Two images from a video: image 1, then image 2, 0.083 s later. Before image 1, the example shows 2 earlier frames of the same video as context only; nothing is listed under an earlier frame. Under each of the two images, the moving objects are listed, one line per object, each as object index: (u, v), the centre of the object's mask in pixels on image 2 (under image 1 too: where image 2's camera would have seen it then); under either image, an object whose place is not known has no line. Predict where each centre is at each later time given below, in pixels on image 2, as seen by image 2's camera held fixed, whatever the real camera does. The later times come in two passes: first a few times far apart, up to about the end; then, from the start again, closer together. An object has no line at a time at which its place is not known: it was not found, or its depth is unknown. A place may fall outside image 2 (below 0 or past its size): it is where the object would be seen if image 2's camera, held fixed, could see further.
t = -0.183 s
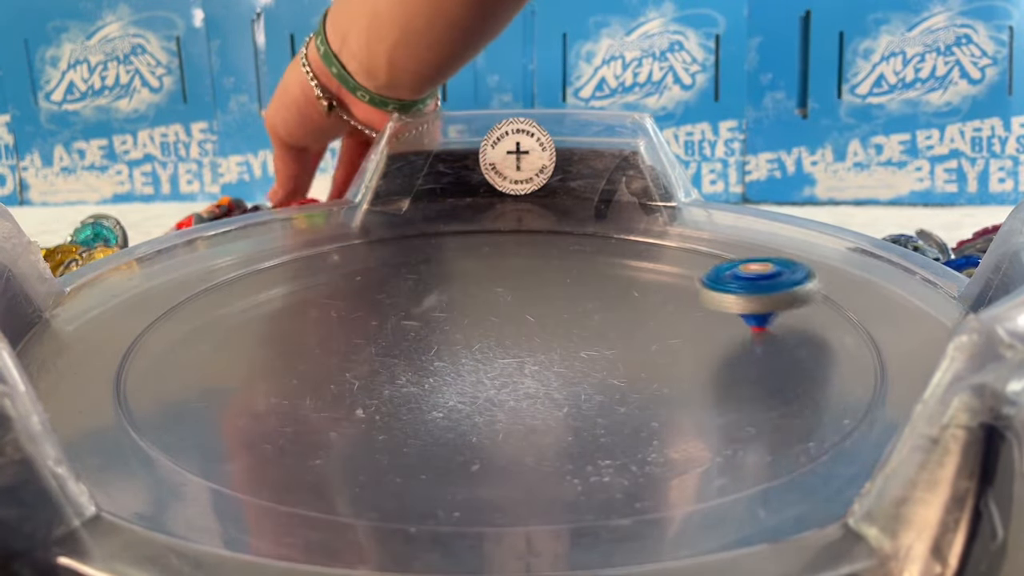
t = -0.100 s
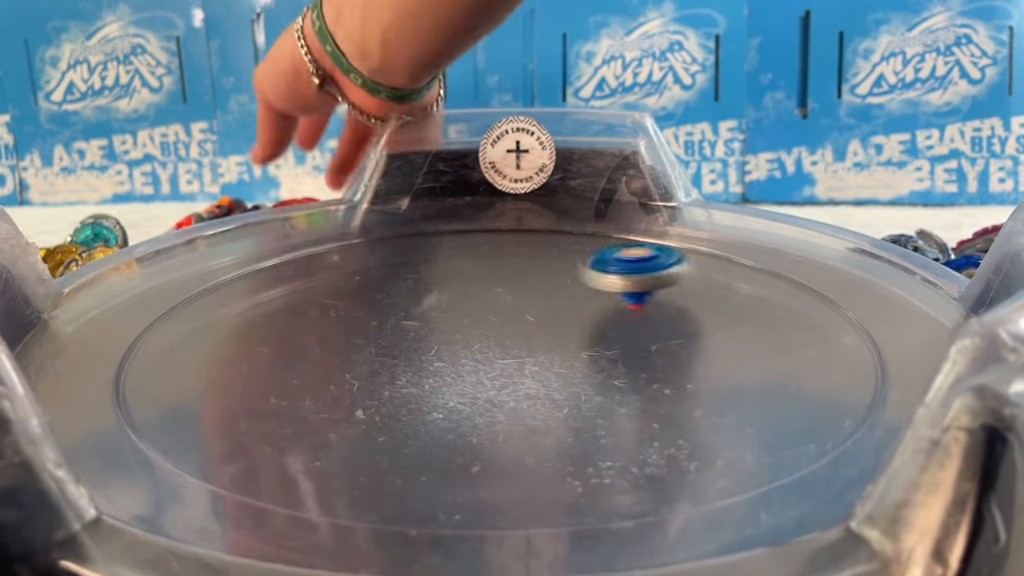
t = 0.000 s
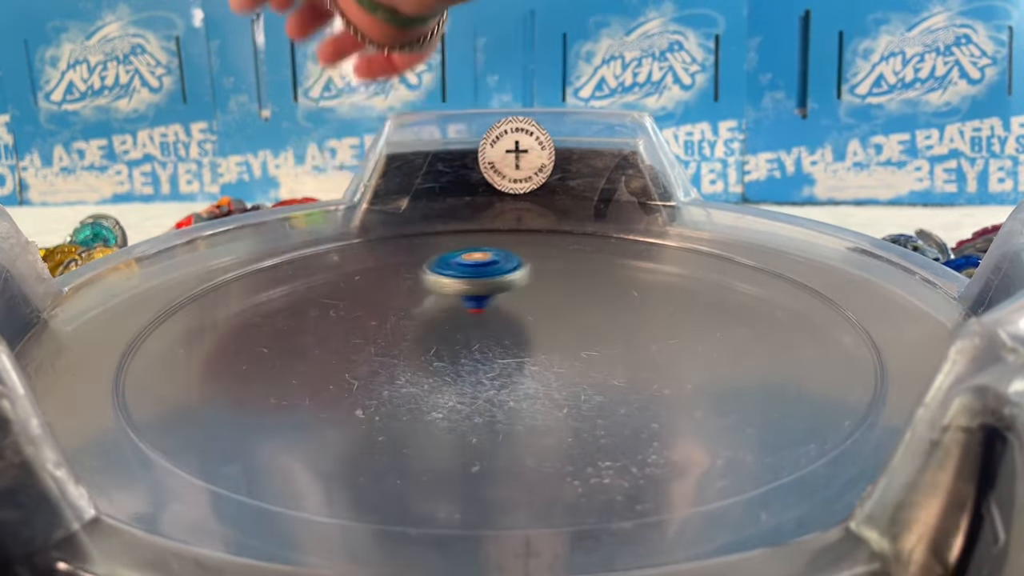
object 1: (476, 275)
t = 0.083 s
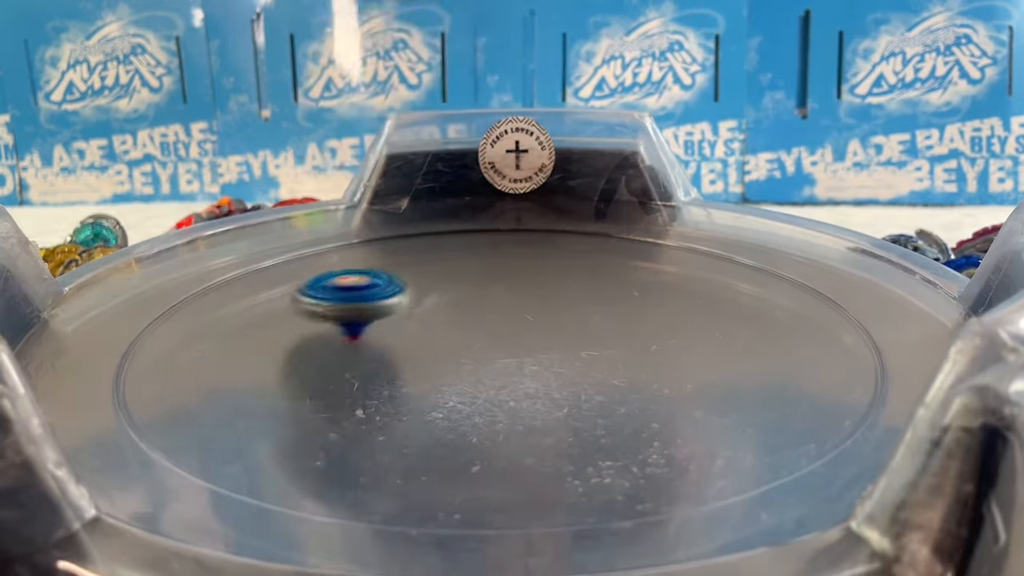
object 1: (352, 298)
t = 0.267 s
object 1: (273, 408)
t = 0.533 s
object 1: (732, 379)
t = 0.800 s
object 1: (467, 275)
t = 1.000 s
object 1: (237, 331)
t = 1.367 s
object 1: (641, 341)
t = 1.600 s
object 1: (430, 267)
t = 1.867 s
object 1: (337, 367)
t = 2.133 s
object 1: (652, 339)
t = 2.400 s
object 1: (509, 260)
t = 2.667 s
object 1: (382, 354)
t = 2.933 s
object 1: (686, 358)
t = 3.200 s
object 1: (587, 277)
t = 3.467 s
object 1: (392, 354)
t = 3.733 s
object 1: (644, 396)
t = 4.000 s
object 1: (611, 307)
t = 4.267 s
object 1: (360, 339)
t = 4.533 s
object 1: (505, 414)
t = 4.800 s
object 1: (603, 323)
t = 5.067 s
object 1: (367, 301)
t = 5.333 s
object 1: (394, 392)
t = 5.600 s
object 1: (625, 329)
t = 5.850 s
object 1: (470, 270)
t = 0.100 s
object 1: (330, 306)
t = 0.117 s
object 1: (308, 314)
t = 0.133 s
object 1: (291, 323)
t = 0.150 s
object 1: (275, 331)
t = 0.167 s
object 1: (262, 341)
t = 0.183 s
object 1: (252, 352)
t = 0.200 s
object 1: (247, 364)
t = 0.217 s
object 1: (246, 375)
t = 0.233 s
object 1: (248, 386)
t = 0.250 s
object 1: (258, 397)
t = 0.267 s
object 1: (273, 408)
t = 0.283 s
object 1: (294, 418)
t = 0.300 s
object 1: (318, 427)
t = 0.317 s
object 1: (349, 435)
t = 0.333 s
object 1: (382, 440)
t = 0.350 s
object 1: (417, 444)
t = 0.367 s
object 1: (454, 447)
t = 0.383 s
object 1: (492, 447)
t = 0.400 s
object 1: (529, 445)
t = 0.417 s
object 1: (566, 442)
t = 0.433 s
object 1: (603, 437)
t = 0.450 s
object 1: (633, 429)
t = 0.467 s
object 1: (661, 422)
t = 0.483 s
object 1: (687, 412)
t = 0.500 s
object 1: (707, 401)
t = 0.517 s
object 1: (723, 390)
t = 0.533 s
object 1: (732, 379)
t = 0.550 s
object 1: (736, 367)
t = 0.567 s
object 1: (735, 355)
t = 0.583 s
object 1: (728, 345)
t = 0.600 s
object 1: (717, 335)
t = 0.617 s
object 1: (705, 327)
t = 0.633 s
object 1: (691, 318)
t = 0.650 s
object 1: (673, 310)
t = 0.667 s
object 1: (653, 304)
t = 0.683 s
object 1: (633, 298)
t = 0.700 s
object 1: (611, 293)
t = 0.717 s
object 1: (588, 288)
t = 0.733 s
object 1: (566, 284)
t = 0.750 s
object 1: (541, 281)
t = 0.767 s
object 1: (517, 278)
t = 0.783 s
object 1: (492, 277)
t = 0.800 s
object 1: (467, 275)
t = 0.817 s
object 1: (442, 276)
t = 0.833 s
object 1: (418, 277)
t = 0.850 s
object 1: (394, 278)
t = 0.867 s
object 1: (371, 280)
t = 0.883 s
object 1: (348, 283)
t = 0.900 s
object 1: (326, 288)
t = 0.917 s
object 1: (305, 292)
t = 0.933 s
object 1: (287, 298)
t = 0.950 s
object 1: (270, 305)
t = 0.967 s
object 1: (256, 313)
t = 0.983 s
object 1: (245, 322)
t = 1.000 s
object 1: (237, 331)
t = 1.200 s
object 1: (460, 417)
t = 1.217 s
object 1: (493, 415)
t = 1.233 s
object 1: (526, 410)
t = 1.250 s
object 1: (553, 404)
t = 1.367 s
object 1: (641, 341)
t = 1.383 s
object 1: (637, 331)
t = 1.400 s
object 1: (631, 321)
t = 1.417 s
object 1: (624, 311)
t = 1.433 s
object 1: (610, 303)
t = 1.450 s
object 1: (597, 296)
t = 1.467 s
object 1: (582, 289)
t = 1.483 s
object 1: (565, 283)
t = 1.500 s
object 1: (548, 278)
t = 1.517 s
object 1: (529, 274)
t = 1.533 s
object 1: (510, 271)
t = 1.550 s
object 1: (491, 268)
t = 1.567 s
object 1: (470, 267)
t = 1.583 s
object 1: (451, 266)
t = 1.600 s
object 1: (430, 267)
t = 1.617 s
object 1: (412, 268)
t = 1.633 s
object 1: (393, 271)
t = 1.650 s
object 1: (376, 274)
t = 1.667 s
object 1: (360, 278)
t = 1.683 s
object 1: (346, 283)
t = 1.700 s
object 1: (333, 288)
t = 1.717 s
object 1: (321, 294)
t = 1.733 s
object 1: (312, 301)
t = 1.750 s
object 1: (305, 309)
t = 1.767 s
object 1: (300, 317)
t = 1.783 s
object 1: (299, 325)
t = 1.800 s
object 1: (300, 335)
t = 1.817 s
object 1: (305, 343)
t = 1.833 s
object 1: (312, 352)
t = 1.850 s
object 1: (324, 360)
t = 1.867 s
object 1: (337, 367)
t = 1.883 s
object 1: (354, 375)
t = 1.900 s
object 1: (374, 381)
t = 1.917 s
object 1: (397, 386)
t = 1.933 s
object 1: (421, 389)
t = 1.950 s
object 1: (447, 391)
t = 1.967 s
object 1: (473, 392)
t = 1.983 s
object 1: (498, 391)
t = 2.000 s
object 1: (524, 389)
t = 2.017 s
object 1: (548, 386)
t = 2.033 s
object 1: (572, 381)
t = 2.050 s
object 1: (590, 376)
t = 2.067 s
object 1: (609, 370)
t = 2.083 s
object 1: (624, 363)
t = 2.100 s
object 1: (636, 355)
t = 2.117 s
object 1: (646, 347)
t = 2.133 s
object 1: (652, 339)
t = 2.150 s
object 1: (657, 330)
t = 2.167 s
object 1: (656, 322)
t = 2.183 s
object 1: (655, 314)
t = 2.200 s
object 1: (652, 306)
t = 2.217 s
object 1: (647, 299)
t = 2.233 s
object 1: (640, 292)
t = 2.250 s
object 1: (631, 287)
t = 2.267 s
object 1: (622, 280)
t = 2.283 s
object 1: (609, 275)
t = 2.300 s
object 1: (598, 271)
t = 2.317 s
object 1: (584, 267)
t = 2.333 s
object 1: (571, 264)
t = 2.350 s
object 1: (556, 262)
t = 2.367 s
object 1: (541, 260)
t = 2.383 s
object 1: (525, 260)
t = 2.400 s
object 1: (509, 260)
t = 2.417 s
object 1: (494, 261)
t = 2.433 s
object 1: (478, 263)
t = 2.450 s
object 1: (463, 266)
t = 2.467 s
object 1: (448, 269)
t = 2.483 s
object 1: (434, 272)
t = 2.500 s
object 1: (422, 277)
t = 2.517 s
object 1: (410, 283)
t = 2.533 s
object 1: (398, 290)
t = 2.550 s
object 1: (389, 297)
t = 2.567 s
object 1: (382, 304)
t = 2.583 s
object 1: (376, 312)
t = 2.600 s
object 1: (372, 320)
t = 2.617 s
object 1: (371, 328)
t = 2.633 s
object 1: (371, 337)
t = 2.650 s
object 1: (375, 345)
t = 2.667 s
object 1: (382, 354)
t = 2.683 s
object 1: (391, 361)
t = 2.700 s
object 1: (404, 368)
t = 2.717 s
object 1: (419, 374)
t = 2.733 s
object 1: (437, 379)
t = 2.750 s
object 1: (457, 384)
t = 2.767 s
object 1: (479, 388)
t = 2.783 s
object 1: (501, 390)
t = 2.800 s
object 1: (525, 390)
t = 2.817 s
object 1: (547, 390)
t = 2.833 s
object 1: (573, 388)
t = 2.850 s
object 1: (595, 385)
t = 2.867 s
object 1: (619, 382)
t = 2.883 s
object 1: (638, 377)
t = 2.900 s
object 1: (658, 371)
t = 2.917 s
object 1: (672, 365)
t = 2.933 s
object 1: (686, 358)
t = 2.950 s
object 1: (696, 350)
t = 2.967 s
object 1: (703, 343)
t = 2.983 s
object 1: (708, 335)
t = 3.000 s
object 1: (709, 328)
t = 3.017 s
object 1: (710, 320)
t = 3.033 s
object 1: (707, 313)
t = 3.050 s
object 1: (702, 306)
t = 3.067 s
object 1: (696, 300)
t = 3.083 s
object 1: (686, 295)
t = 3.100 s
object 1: (675, 290)
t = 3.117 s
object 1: (663, 286)
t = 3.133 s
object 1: (650, 283)
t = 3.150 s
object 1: (634, 280)
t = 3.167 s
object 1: (619, 278)
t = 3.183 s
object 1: (602, 277)
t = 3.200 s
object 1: (587, 277)
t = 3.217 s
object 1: (569, 277)
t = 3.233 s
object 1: (553, 278)
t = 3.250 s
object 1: (536, 280)
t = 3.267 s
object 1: (519, 282)
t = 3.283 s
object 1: (503, 285)
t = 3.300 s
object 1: (487, 289)
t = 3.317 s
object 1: (473, 293)
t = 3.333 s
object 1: (457, 299)
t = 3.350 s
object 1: (444, 304)
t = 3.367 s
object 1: (432, 310)
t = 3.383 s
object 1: (421, 316)
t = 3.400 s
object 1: (412, 323)
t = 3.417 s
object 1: (403, 331)
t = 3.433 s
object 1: (398, 339)
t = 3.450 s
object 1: (394, 345)
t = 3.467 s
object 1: (392, 354)
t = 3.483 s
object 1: (392, 361)
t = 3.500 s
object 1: (396, 369)
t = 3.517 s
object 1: (402, 377)
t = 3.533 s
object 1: (412, 383)
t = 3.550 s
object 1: (423, 389)
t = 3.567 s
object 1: (436, 395)
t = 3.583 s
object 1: (453, 399)
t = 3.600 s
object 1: (471, 404)
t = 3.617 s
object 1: (491, 407)
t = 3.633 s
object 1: (512, 408)
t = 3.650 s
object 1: (535, 409)
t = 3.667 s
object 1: (558, 409)
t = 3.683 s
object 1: (582, 407)
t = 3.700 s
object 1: (603, 405)
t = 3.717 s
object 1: (625, 400)
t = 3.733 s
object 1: (644, 396)
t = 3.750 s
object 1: (660, 391)
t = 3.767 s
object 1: (675, 384)
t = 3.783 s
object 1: (687, 378)
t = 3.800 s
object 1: (697, 371)
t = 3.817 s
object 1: (702, 364)
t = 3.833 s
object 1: (705, 357)
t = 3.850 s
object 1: (705, 349)
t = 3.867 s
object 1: (703, 343)
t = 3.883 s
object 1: (697, 336)
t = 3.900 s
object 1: (690, 331)
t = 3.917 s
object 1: (680, 325)
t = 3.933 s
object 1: (669, 320)
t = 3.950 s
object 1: (656, 316)
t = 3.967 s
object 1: (643, 312)
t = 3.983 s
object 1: (627, 309)
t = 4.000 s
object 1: (611, 307)
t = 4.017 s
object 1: (594, 305)
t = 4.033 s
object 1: (577, 303)
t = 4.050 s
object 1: (559, 303)
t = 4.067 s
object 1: (541, 303)
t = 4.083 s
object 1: (523, 303)
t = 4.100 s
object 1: (506, 304)
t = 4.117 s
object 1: (488, 305)
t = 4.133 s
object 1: (472, 307)
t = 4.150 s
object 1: (455, 309)
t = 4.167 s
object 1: (439, 312)
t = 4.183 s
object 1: (422, 315)
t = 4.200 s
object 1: (408, 319)
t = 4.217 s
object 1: (395, 323)
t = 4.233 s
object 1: (382, 328)
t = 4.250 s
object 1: (371, 333)
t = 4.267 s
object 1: (360, 339)
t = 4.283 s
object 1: (350, 345)
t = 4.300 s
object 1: (344, 351)
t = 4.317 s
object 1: (339, 358)
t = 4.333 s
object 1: (337, 365)
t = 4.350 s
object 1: (337, 372)
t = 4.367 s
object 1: (341, 378)
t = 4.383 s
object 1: (346, 385)
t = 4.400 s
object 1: (356, 391)
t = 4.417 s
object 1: (367, 396)
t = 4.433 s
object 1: (381, 402)
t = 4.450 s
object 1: (399, 407)
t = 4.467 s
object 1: (417, 410)
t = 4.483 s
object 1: (437, 412)
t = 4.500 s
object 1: (459, 414)
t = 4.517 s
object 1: (482, 415)
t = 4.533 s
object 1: (505, 414)
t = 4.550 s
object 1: (527, 413)
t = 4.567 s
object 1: (550, 409)
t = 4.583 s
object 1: (570, 405)
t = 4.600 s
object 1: (587, 401)
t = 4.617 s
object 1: (603, 395)
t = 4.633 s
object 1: (615, 389)
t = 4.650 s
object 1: (625, 383)
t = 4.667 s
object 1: (633, 376)
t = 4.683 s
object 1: (638, 369)
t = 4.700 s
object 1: (639, 362)
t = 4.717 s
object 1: (638, 355)
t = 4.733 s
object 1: (634, 348)
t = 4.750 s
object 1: (630, 341)
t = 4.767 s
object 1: (622, 334)
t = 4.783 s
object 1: (614, 329)
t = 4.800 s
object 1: (603, 323)
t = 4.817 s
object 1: (592, 317)
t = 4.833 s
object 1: (580, 313)
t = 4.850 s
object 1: (565, 308)
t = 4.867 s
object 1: (551, 305)
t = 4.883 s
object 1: (536, 302)
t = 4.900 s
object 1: (521, 299)
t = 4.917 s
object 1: (505, 297)
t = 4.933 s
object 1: (489, 295)
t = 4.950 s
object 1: (473, 294)
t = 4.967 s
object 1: (457, 293)
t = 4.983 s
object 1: (441, 293)
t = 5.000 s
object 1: (425, 293)
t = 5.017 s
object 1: (411, 295)
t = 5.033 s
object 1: (395, 297)
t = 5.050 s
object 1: (380, 299)
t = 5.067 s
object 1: (367, 301)
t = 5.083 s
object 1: (355, 305)
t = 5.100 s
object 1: (342, 309)
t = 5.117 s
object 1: (332, 314)
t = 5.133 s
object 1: (323, 319)
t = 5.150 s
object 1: (315, 324)
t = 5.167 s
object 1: (310, 330)
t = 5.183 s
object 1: (306, 337)
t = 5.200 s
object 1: (305, 344)
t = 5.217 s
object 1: (307, 351)
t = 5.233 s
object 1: (311, 358)
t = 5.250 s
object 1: (318, 365)
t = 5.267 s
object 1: (329, 372)
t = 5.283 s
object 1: (342, 378)
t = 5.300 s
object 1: (357, 383)
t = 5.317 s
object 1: (374, 388)
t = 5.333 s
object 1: (394, 392)
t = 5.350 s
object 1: (416, 395)
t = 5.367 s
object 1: (438, 396)
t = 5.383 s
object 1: (461, 396)
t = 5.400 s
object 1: (483, 396)
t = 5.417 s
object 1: (506, 394)
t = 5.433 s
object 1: (527, 391)
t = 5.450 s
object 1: (545, 388)
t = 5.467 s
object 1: (564, 383)
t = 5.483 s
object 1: (581, 377)
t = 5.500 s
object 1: (595, 371)
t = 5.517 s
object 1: (604, 366)
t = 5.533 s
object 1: (614, 358)
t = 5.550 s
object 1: (619, 351)
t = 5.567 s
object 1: (624, 344)
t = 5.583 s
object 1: (625, 337)
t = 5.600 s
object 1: (625, 329)
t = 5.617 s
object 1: (622, 322)
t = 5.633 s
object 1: (618, 315)
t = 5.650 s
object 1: (612, 309)
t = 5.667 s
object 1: (604, 303)
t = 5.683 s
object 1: (596, 297)
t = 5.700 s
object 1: (586, 292)
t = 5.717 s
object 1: (576, 287)
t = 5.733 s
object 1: (564, 283)
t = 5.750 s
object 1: (553, 280)
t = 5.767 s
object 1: (540, 277)
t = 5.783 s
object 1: (526, 274)
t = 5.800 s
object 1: (513, 272)
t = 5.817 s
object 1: (499, 271)
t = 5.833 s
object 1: (484, 271)
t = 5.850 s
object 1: (470, 270)
